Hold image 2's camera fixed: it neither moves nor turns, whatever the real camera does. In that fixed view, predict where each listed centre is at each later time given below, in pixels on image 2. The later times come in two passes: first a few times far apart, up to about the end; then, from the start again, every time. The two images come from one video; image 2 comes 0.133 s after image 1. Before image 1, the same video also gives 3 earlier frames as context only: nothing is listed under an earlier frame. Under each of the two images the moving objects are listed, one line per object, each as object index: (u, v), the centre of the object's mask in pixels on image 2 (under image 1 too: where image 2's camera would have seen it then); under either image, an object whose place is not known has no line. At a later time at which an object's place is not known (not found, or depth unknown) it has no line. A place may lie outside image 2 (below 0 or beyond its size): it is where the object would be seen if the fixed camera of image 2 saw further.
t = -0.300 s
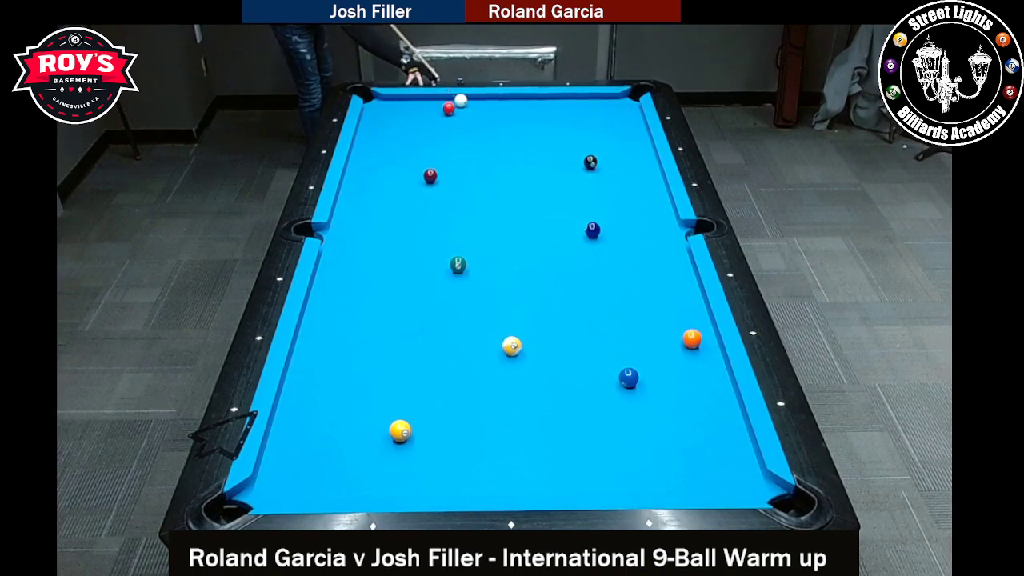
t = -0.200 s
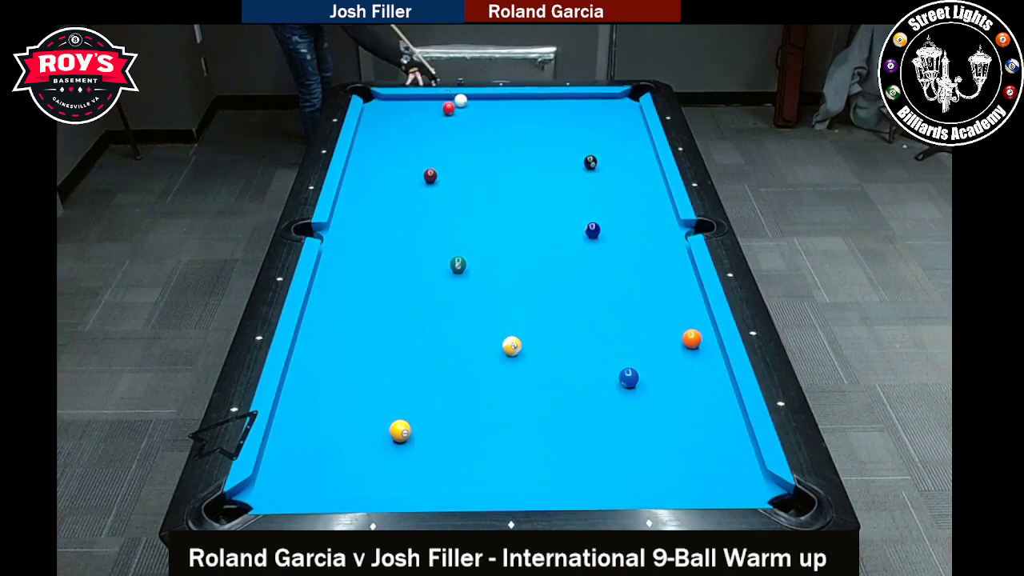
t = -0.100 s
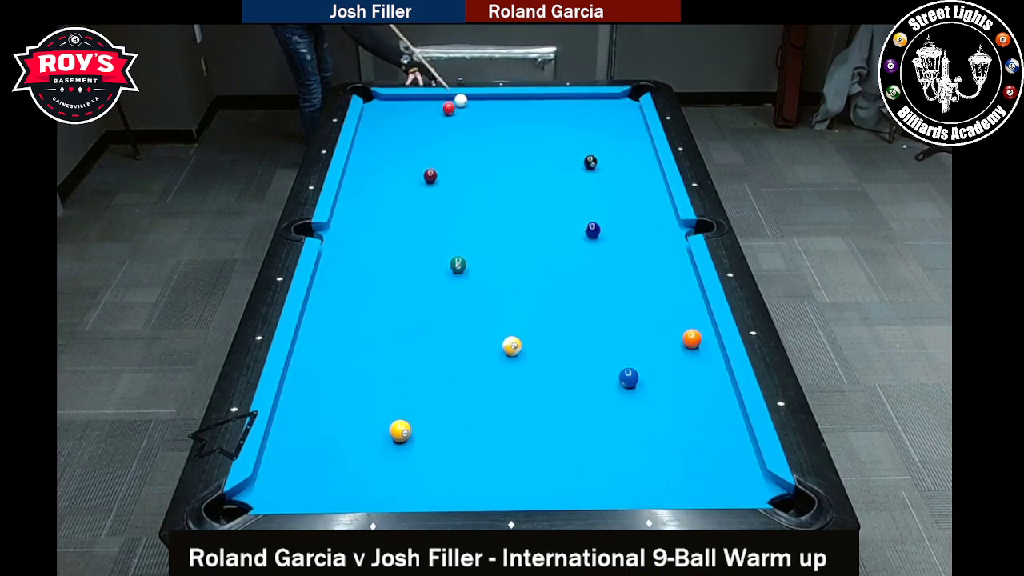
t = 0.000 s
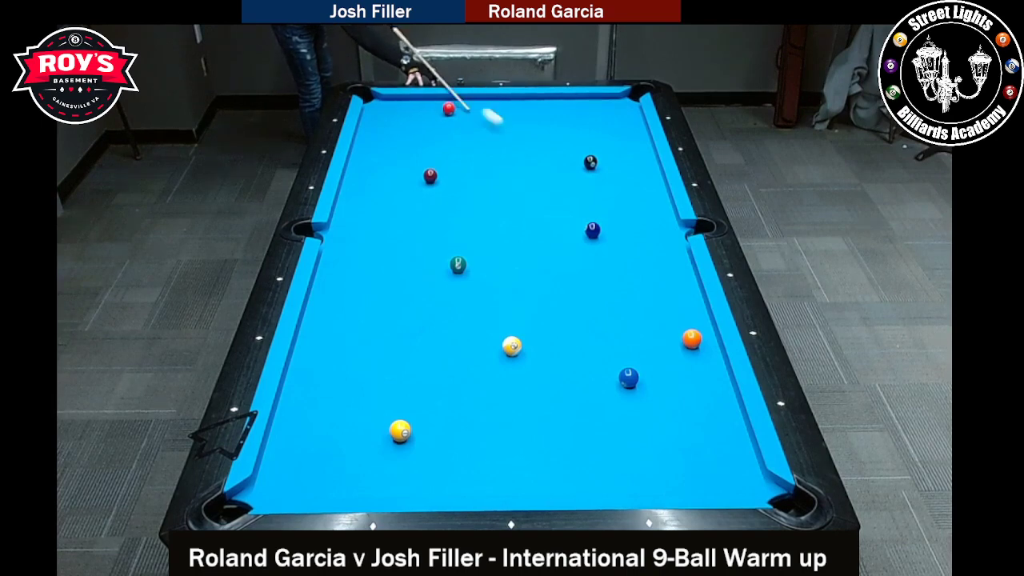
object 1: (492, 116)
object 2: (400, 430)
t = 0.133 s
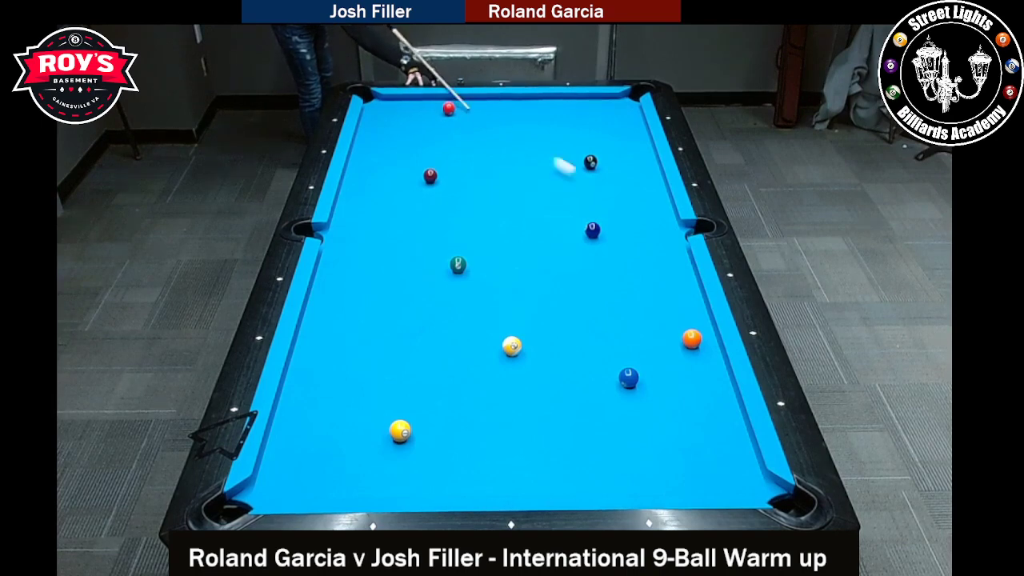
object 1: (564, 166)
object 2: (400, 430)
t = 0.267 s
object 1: (645, 221)
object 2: (400, 430)
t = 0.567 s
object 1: (610, 340)
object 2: (400, 430)
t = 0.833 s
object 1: (516, 467)
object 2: (400, 430)
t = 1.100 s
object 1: (423, 426)
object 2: (348, 412)
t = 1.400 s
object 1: (405, 389)
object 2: (328, 381)
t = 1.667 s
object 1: (409, 358)
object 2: (373, 366)
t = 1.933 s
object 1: (444, 327)
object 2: (380, 356)
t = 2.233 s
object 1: (478, 298)
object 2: (387, 347)
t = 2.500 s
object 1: (505, 274)
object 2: (392, 340)
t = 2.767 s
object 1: (529, 253)
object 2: (396, 335)
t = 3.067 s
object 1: (553, 232)
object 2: (400, 330)
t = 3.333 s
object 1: (572, 215)
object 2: (402, 328)
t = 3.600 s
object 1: (589, 200)
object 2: (404, 327)
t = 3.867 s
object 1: (605, 186)
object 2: (404, 327)
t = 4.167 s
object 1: (621, 173)
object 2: (404, 327)
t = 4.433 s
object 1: (633, 162)
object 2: (404, 327)
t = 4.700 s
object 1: (645, 152)
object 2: (404, 327)
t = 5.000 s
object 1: (643, 145)
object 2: (404, 327)
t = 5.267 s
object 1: (636, 140)
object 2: (404, 327)
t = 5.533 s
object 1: (630, 136)
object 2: (404, 327)
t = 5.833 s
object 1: (625, 133)
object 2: (404, 327)
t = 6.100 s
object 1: (621, 130)
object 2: (404, 327)
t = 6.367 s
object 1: (617, 128)
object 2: (404, 327)
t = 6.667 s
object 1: (614, 126)
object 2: (404, 326)
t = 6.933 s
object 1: (612, 125)
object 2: (404, 326)
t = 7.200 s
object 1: (611, 125)
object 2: (404, 326)
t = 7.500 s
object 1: (611, 124)
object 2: (404, 326)
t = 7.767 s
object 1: (611, 124)
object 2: (404, 326)
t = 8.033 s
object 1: (611, 124)
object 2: (404, 326)
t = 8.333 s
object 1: (611, 124)
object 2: (404, 326)
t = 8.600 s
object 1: (611, 124)
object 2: (404, 326)
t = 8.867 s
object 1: (611, 124)
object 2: (404, 326)
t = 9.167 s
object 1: (610, 124)
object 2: (404, 326)
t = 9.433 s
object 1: (610, 124)
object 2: (404, 326)
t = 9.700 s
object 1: (610, 124)
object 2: (404, 326)
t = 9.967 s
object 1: (610, 124)
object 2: (404, 326)
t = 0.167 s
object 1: (583, 179)
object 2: (400, 430)
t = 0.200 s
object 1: (603, 193)
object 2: (400, 430)
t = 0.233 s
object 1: (624, 207)
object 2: (400, 430)
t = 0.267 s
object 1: (645, 221)
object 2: (400, 430)
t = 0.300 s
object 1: (667, 235)
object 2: (400, 430)
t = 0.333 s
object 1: (681, 250)
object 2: (400, 430)
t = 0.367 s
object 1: (672, 261)
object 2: (400, 430)
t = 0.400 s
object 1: (661, 274)
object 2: (400, 430)
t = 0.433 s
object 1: (651, 287)
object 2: (400, 430)
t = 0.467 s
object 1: (641, 300)
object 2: (400, 430)
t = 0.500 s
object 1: (630, 313)
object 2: (400, 430)
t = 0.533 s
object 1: (620, 327)
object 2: (400, 430)
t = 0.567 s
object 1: (610, 340)
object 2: (400, 430)
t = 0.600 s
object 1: (600, 354)
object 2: (400, 430)
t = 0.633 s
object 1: (589, 368)
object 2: (400, 430)
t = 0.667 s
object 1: (578, 383)
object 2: (400, 430)
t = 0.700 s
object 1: (567, 399)
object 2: (400, 430)
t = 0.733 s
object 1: (555, 415)
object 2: (400, 430)
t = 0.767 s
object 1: (543, 432)
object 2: (400, 430)
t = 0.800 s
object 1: (530, 449)
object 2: (400, 430)
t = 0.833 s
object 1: (516, 467)
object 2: (400, 430)
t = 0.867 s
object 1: (502, 484)
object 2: (400, 430)
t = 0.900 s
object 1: (481, 478)
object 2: (400, 430)
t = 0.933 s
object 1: (461, 464)
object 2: (400, 430)
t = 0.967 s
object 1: (441, 451)
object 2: (400, 430)
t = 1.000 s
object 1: (423, 439)
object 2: (399, 430)
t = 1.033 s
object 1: (421, 434)
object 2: (384, 424)
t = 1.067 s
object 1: (422, 430)
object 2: (365, 418)
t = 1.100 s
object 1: (423, 426)
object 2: (348, 412)
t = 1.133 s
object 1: (422, 422)
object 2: (332, 407)
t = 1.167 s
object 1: (421, 418)
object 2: (317, 402)
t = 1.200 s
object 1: (419, 413)
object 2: (304, 398)
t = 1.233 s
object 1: (416, 409)
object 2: (291, 393)
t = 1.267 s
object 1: (414, 405)
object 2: (291, 390)
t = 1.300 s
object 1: (412, 401)
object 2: (302, 388)
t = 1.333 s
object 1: (410, 397)
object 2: (312, 386)
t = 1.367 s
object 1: (408, 393)
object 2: (320, 384)
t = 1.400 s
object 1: (405, 389)
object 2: (328, 381)
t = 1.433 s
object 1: (403, 385)
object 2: (337, 379)
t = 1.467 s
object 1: (401, 381)
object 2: (345, 377)
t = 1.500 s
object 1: (399, 377)
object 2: (353, 375)
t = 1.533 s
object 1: (397, 374)
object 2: (361, 372)
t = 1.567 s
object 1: (395, 370)
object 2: (369, 370)
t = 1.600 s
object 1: (397, 366)
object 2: (374, 369)
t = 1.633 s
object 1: (404, 362)
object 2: (373, 368)
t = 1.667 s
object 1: (409, 358)
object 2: (373, 366)
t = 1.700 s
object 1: (414, 354)
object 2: (374, 365)
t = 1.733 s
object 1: (419, 349)
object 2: (375, 364)
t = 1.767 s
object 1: (423, 346)
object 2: (376, 362)
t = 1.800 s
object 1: (427, 342)
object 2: (377, 361)
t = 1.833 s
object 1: (432, 338)
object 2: (378, 360)
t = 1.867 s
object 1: (436, 335)
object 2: (379, 359)
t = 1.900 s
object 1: (440, 331)
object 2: (379, 357)
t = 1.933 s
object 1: (444, 327)
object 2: (380, 356)
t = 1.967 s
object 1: (448, 324)
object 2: (381, 355)
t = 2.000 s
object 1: (452, 320)
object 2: (382, 354)
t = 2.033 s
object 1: (456, 317)
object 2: (382, 353)
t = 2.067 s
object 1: (460, 313)
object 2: (383, 352)
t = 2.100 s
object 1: (463, 310)
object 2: (384, 351)
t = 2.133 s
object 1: (467, 307)
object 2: (384, 350)
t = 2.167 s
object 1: (471, 304)
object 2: (385, 349)
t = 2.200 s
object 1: (475, 301)
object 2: (386, 348)
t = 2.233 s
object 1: (478, 298)
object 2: (387, 347)
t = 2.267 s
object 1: (482, 294)
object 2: (387, 346)
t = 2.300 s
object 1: (485, 291)
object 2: (388, 345)
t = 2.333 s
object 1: (489, 288)
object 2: (389, 344)
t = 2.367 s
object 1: (492, 285)
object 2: (389, 343)
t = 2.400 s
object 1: (495, 282)
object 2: (390, 343)
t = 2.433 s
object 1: (499, 280)
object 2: (390, 342)
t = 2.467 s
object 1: (502, 277)
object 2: (391, 341)
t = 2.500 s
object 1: (505, 274)
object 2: (392, 340)
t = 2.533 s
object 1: (508, 271)
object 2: (392, 339)
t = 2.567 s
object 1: (511, 268)
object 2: (393, 339)
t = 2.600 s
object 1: (514, 266)
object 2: (393, 338)
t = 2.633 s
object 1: (517, 263)
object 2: (394, 337)
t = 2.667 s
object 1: (520, 261)
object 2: (394, 337)
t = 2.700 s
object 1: (523, 258)
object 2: (395, 336)
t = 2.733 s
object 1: (526, 255)
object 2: (395, 335)
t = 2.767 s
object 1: (529, 253)
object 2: (396, 335)
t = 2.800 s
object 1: (532, 250)
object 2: (396, 334)
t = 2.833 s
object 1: (534, 248)
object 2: (397, 334)
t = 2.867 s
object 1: (537, 246)
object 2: (397, 333)
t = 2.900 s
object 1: (540, 243)
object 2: (398, 333)
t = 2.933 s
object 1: (543, 241)
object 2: (398, 332)
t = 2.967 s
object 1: (545, 239)
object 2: (398, 332)
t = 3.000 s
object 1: (548, 236)
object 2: (399, 331)
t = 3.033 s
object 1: (551, 234)
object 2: (399, 331)
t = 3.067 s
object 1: (553, 232)
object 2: (400, 330)
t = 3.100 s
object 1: (555, 229)
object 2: (400, 330)
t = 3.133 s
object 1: (558, 227)
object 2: (400, 330)
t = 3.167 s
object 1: (560, 225)
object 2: (401, 329)
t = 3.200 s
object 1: (563, 223)
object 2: (401, 329)
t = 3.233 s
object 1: (565, 221)
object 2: (401, 329)
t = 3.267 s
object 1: (567, 219)
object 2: (402, 328)
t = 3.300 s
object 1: (570, 217)
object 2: (402, 328)
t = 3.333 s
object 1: (572, 215)
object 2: (402, 328)
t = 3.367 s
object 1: (574, 213)
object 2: (403, 328)
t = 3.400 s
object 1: (577, 211)
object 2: (403, 327)
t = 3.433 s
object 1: (578, 209)
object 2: (403, 327)
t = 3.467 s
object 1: (581, 207)
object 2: (403, 327)
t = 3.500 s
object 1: (583, 206)
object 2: (403, 327)
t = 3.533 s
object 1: (585, 204)
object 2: (403, 327)
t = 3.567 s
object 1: (587, 202)
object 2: (403, 327)
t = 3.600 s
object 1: (589, 200)
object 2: (404, 327)
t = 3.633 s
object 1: (591, 198)
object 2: (404, 327)
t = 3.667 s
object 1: (593, 197)
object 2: (404, 327)
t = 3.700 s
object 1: (595, 195)
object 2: (404, 327)
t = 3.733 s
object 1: (597, 193)
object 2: (404, 327)
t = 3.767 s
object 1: (599, 191)
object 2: (404, 327)
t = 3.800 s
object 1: (601, 190)
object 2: (404, 327)
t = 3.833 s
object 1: (603, 188)
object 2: (404, 327)
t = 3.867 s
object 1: (605, 186)
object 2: (404, 327)
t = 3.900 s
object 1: (607, 185)
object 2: (404, 327)
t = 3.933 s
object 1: (608, 183)
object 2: (404, 327)
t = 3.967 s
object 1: (610, 182)
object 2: (404, 327)
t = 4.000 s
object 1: (612, 180)
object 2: (404, 327)
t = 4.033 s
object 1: (614, 178)
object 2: (404, 327)
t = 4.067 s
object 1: (616, 177)
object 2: (404, 327)
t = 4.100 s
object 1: (617, 176)
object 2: (404, 327)
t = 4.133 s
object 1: (619, 174)
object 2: (404, 327)
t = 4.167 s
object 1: (621, 173)
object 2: (404, 327)
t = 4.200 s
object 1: (622, 171)
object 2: (404, 327)
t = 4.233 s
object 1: (624, 170)
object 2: (404, 327)
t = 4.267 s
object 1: (625, 168)
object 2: (404, 327)
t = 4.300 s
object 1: (627, 167)
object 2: (404, 327)
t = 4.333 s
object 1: (629, 166)
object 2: (404, 327)
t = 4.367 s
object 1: (630, 164)
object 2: (404, 327)
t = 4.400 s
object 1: (632, 163)
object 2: (404, 327)
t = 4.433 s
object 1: (633, 162)
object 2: (404, 327)
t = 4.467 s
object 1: (635, 160)
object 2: (404, 327)
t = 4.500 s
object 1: (636, 159)
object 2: (404, 327)
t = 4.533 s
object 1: (638, 158)
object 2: (404, 327)
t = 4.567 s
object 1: (639, 157)
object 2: (404, 327)
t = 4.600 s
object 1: (641, 155)
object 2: (404, 327)
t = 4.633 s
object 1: (642, 154)
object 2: (404, 327)
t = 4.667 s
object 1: (643, 153)
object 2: (404, 327)
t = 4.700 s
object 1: (645, 152)
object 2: (404, 327)
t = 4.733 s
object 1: (646, 150)
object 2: (404, 327)
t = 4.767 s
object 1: (648, 149)
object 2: (404, 327)
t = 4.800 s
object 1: (648, 148)
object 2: (404, 327)
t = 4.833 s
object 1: (647, 148)
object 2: (404, 327)
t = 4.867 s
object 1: (646, 147)
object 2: (404, 327)
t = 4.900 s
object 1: (646, 146)
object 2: (404, 327)
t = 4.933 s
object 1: (645, 146)
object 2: (404, 327)
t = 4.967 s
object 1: (644, 145)
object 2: (404, 327)
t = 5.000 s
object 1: (643, 145)
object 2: (404, 327)
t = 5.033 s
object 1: (642, 144)
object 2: (404, 327)
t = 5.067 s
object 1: (641, 143)
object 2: (404, 327)
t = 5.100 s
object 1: (640, 143)
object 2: (404, 327)
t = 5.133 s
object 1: (639, 142)
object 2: (404, 327)
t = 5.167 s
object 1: (638, 142)
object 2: (404, 327)
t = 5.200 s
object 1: (637, 141)
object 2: (404, 327)
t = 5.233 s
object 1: (637, 141)
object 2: (404, 327)
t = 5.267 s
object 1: (636, 140)
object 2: (404, 327)
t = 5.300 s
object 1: (635, 140)
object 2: (404, 327)
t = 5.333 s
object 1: (635, 139)
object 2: (404, 327)
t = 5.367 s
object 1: (634, 139)
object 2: (404, 327)
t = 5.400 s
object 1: (633, 138)
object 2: (404, 327)
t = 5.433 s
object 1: (632, 138)
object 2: (404, 327)
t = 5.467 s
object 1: (632, 137)
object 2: (404, 327)
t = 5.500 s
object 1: (631, 137)
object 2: (404, 327)
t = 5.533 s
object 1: (630, 136)
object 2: (404, 327)
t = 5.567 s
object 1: (629, 136)
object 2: (404, 327)
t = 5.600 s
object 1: (629, 135)
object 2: (404, 327)
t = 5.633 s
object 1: (628, 135)
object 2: (404, 327)
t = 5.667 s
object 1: (627, 135)
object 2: (404, 327)
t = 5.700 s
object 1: (627, 134)
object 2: (404, 327)
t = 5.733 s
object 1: (626, 134)
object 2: (404, 327)
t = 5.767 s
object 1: (626, 133)
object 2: (404, 327)
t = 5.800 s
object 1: (625, 133)
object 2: (404, 327)
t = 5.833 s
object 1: (625, 133)
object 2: (404, 327)
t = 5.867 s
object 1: (624, 132)
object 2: (404, 327)
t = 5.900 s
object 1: (623, 132)
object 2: (404, 327)
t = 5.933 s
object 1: (623, 131)
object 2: (404, 327)
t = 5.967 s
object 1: (622, 131)
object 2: (404, 327)
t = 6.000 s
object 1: (622, 131)
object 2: (404, 327)
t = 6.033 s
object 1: (622, 131)
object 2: (404, 327)
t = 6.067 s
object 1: (621, 130)
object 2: (404, 327)
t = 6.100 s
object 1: (621, 130)
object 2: (404, 327)
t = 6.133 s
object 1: (620, 130)
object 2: (404, 327)
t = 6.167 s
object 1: (620, 129)
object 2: (404, 327)
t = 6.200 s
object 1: (619, 129)
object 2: (404, 327)
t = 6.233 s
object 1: (619, 129)
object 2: (404, 327)
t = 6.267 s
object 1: (618, 129)
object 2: (404, 327)
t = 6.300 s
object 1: (618, 128)
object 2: (404, 327)
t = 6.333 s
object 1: (617, 128)
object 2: (404, 327)
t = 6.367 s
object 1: (617, 128)
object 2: (404, 327)
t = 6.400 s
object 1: (617, 128)
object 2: (404, 327)
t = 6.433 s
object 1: (616, 127)
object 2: (404, 327)
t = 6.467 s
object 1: (616, 127)
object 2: (404, 327)
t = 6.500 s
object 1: (616, 127)
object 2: (404, 327)
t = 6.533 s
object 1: (615, 127)
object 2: (404, 327)
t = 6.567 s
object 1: (615, 127)
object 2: (404, 327)
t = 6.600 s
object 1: (615, 126)
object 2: (404, 327)
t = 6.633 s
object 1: (614, 126)
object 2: (404, 327)
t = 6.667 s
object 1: (614, 126)
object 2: (404, 326)
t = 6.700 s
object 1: (614, 126)
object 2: (404, 326)
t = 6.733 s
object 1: (614, 126)
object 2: (404, 326)
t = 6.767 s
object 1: (613, 125)
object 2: (404, 326)
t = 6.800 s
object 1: (613, 125)
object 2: (404, 326)
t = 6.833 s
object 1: (613, 125)
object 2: (404, 326)
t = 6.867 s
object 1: (613, 125)
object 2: (404, 326)
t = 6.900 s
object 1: (612, 125)
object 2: (404, 326)
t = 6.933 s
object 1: (612, 125)
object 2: (404, 326)
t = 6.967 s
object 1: (612, 125)
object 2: (404, 326)
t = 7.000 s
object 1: (612, 125)
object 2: (404, 326)
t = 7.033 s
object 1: (612, 125)
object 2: (404, 326)
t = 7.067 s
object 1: (611, 125)
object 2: (404, 326)
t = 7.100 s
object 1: (611, 125)
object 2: (404, 326)
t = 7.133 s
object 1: (611, 125)
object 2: (404, 326)
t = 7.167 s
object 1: (611, 125)
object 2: (404, 326)
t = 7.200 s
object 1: (611, 125)
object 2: (404, 326)
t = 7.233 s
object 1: (611, 125)
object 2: (404, 326)
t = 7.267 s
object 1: (611, 125)
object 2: (404, 326)
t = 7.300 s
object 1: (611, 124)
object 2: (404, 326)
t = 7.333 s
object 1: (611, 124)
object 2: (404, 326)
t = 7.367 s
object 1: (611, 124)
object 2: (404, 326)
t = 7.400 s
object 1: (611, 124)
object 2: (404, 326)
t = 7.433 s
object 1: (611, 124)
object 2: (404, 326)
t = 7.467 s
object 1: (611, 124)
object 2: (404, 326)
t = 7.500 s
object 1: (611, 124)
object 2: (404, 326)
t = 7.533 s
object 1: (611, 125)
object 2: (404, 326)
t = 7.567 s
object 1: (611, 125)
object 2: (404, 326)
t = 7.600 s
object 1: (611, 124)
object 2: (404, 326)
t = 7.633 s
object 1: (611, 124)
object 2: (404, 326)
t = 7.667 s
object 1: (611, 124)
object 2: (404, 326)
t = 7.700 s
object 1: (611, 124)
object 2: (404, 326)
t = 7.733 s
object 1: (611, 124)
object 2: (404, 326)
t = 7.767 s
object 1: (611, 124)
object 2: (404, 326)
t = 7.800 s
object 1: (611, 124)
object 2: (404, 326)
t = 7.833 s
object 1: (611, 124)
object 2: (404, 326)
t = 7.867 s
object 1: (611, 124)
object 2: (404, 326)
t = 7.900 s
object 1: (611, 124)
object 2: (404, 326)
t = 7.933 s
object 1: (611, 124)
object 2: (404, 326)
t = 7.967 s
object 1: (611, 124)
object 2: (404, 326)
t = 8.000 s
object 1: (611, 124)
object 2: (404, 326)
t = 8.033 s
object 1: (611, 124)
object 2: (404, 326)
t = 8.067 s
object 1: (611, 124)
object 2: (404, 326)
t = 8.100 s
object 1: (611, 124)
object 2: (404, 326)
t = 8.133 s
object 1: (611, 124)
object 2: (404, 326)
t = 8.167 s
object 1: (611, 124)
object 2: (404, 326)
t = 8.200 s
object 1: (611, 124)
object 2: (404, 326)
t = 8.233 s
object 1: (611, 124)
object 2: (404, 326)
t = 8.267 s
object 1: (611, 124)
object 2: (404, 327)
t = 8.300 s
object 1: (611, 124)
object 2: (404, 326)
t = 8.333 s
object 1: (611, 124)
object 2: (404, 326)
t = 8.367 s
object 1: (610, 124)
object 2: (404, 326)
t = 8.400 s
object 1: (611, 124)
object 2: (404, 326)
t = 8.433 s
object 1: (611, 124)
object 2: (404, 326)
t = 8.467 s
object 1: (611, 124)
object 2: (404, 326)
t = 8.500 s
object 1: (611, 124)
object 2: (404, 326)
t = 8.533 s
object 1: (611, 124)
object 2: (404, 326)
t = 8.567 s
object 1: (611, 124)
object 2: (404, 326)
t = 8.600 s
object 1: (611, 124)
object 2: (404, 326)
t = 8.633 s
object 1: (611, 124)
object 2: (404, 326)
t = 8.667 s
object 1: (611, 124)
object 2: (404, 326)
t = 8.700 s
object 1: (611, 124)
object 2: (404, 326)
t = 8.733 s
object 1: (611, 124)
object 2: (404, 326)
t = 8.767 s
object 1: (611, 124)
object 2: (404, 326)
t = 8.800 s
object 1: (611, 124)
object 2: (404, 326)
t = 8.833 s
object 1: (611, 124)
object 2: (404, 326)
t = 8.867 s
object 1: (611, 124)
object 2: (404, 326)
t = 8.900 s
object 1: (610, 124)
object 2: (404, 326)
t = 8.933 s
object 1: (610, 125)
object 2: (404, 326)
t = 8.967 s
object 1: (610, 124)
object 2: (404, 326)
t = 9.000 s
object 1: (610, 124)
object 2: (404, 326)
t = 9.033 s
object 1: (610, 124)
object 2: (404, 326)
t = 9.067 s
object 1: (610, 124)
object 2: (404, 326)
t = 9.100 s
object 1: (610, 124)
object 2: (404, 326)
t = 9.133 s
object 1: (610, 125)
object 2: (404, 326)
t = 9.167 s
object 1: (610, 124)
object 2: (404, 326)
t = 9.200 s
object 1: (610, 124)
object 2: (404, 326)
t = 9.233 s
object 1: (610, 125)
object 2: (404, 326)
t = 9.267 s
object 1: (610, 124)
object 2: (404, 326)
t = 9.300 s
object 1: (611, 124)
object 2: (404, 326)
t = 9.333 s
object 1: (610, 124)
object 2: (404, 326)
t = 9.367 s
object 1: (610, 124)
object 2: (404, 326)
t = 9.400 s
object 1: (610, 124)
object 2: (404, 326)
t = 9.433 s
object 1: (610, 124)
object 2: (404, 326)
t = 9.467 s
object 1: (610, 124)
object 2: (404, 326)
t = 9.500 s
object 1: (610, 125)
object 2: (404, 326)
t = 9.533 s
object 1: (610, 124)
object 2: (404, 326)
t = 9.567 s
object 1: (610, 124)
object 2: (404, 326)
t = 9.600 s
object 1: (611, 124)
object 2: (404, 326)
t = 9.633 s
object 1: (610, 124)
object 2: (404, 326)
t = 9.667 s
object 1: (610, 124)
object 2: (404, 326)
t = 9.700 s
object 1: (610, 124)
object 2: (404, 326)
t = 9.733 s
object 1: (610, 124)
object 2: (404, 326)
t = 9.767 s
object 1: (610, 125)
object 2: (404, 326)
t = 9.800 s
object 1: (610, 124)
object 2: (404, 326)
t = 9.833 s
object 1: (610, 125)
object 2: (404, 326)
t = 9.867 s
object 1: (610, 125)
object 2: (404, 326)
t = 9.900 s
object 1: (610, 125)
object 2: (404, 326)
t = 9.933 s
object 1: (610, 124)
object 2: (404, 326)
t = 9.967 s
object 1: (610, 124)
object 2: (404, 326)
